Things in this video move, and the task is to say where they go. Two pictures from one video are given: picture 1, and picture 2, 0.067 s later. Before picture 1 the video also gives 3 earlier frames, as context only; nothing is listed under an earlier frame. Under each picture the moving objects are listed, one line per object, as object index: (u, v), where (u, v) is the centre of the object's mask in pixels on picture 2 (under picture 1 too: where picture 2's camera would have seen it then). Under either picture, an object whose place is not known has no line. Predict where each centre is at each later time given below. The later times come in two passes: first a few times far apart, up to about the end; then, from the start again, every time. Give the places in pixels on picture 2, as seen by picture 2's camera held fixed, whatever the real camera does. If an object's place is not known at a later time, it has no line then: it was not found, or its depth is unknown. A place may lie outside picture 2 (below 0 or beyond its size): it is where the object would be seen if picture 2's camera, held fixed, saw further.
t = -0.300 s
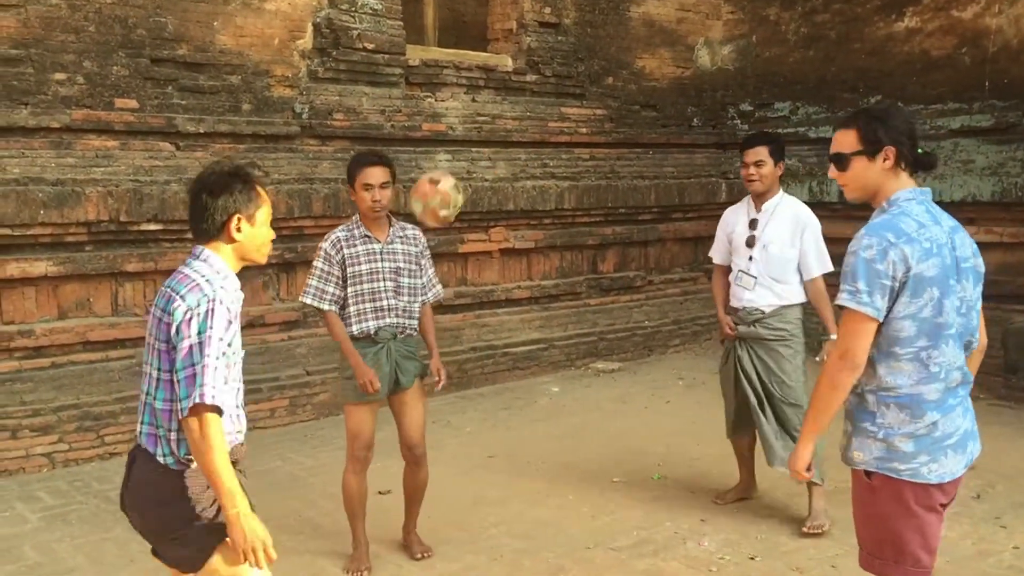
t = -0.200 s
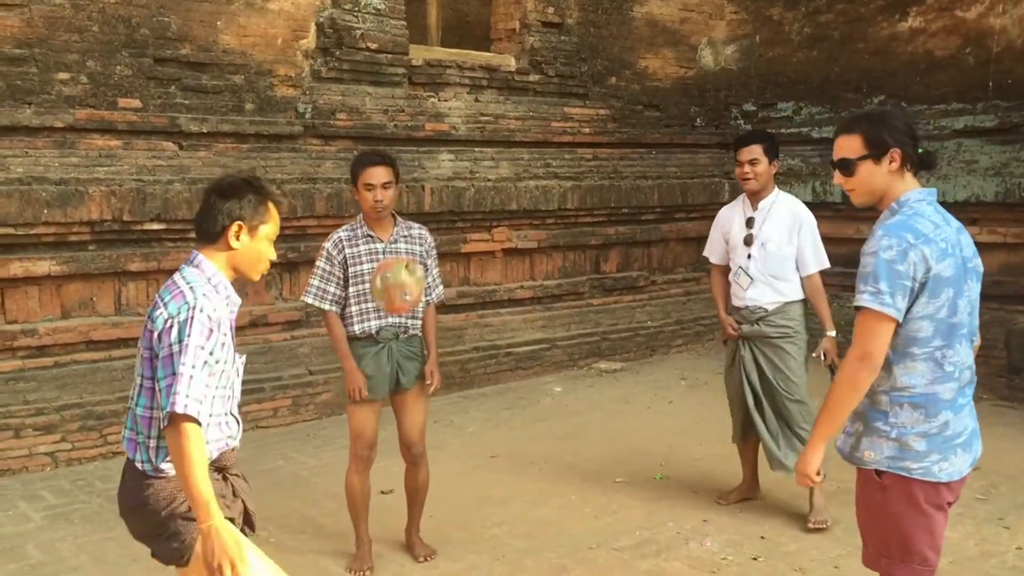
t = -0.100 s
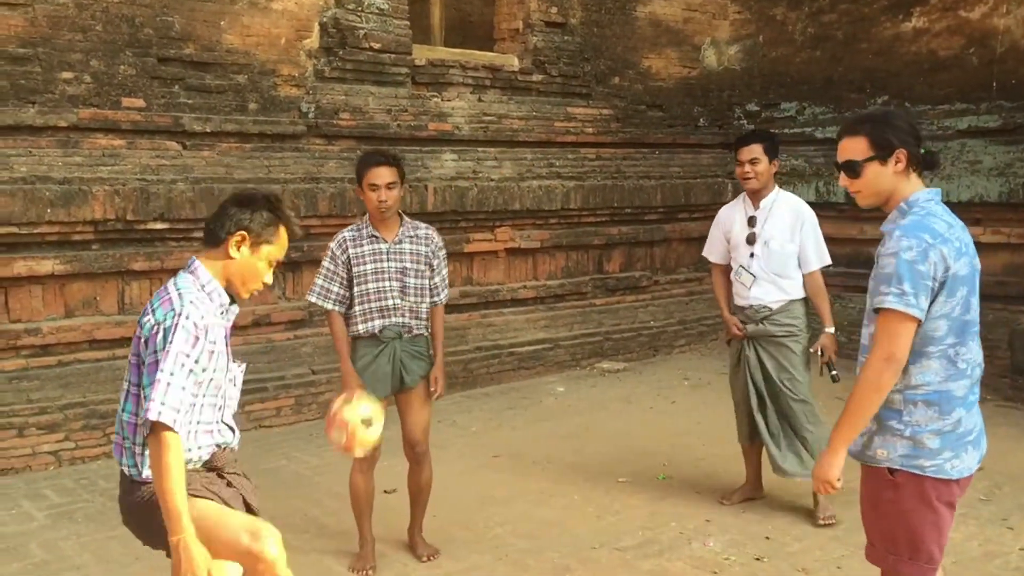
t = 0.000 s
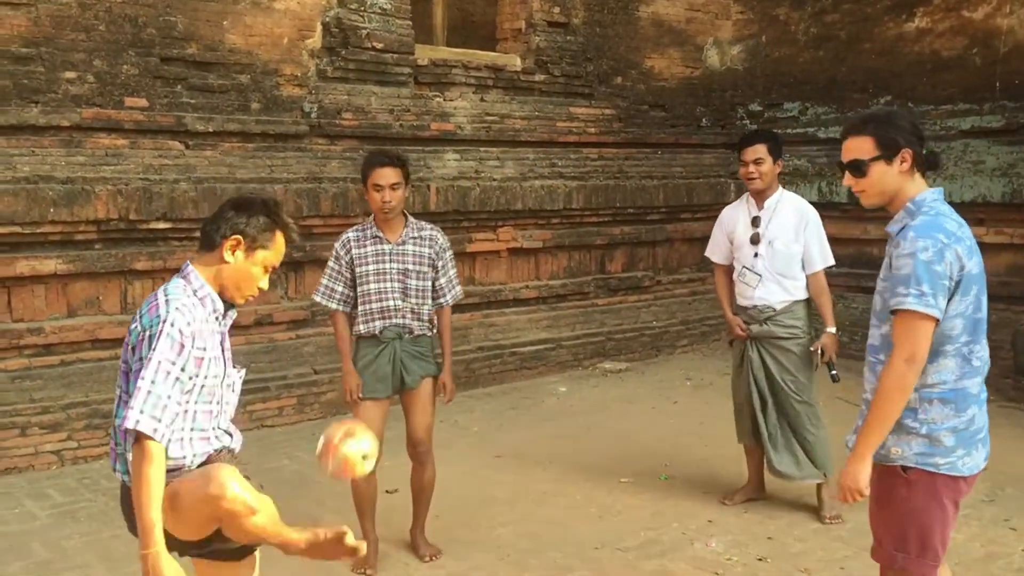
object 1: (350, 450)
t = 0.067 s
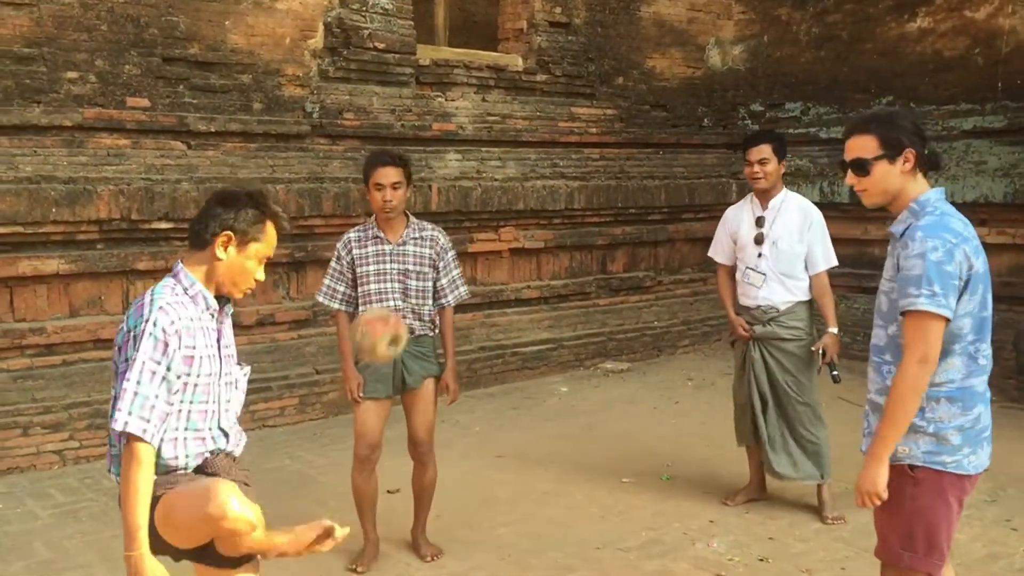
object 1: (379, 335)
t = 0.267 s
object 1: (459, 119)
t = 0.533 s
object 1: (544, 72)
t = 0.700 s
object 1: (587, 149)
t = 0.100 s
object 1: (394, 286)
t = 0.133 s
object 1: (408, 242)
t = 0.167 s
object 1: (423, 204)
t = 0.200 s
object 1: (434, 172)
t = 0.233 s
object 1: (447, 143)
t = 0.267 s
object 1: (459, 119)
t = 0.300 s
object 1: (470, 99)
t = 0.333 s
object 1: (482, 83)
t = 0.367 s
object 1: (495, 72)
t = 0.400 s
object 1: (505, 65)
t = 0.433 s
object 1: (515, 62)
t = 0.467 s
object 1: (525, 62)
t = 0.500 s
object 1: (535, 66)
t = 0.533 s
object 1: (544, 72)
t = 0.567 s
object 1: (554, 81)
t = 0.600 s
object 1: (563, 94)
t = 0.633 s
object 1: (571, 111)
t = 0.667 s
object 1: (580, 129)
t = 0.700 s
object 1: (587, 149)
